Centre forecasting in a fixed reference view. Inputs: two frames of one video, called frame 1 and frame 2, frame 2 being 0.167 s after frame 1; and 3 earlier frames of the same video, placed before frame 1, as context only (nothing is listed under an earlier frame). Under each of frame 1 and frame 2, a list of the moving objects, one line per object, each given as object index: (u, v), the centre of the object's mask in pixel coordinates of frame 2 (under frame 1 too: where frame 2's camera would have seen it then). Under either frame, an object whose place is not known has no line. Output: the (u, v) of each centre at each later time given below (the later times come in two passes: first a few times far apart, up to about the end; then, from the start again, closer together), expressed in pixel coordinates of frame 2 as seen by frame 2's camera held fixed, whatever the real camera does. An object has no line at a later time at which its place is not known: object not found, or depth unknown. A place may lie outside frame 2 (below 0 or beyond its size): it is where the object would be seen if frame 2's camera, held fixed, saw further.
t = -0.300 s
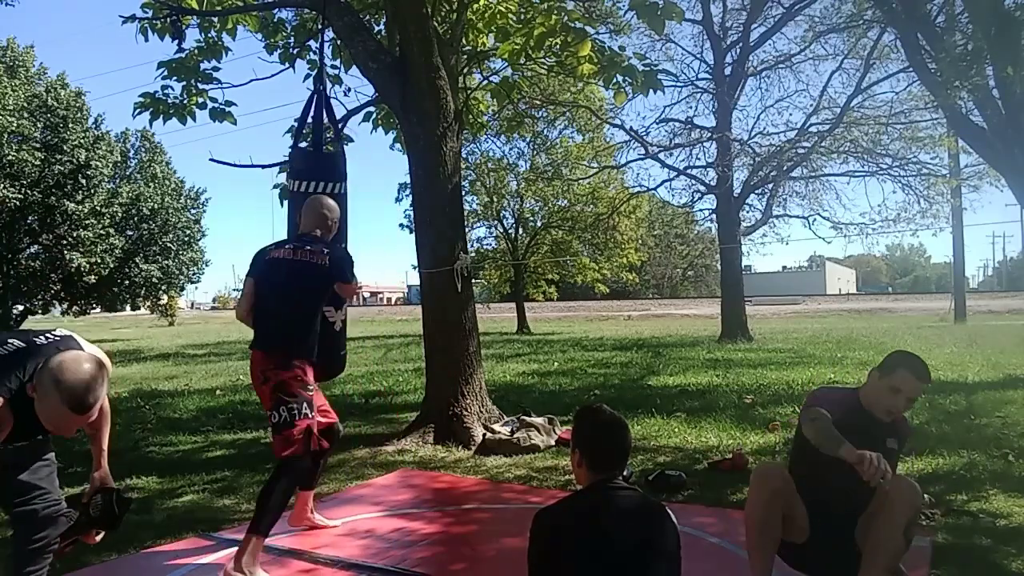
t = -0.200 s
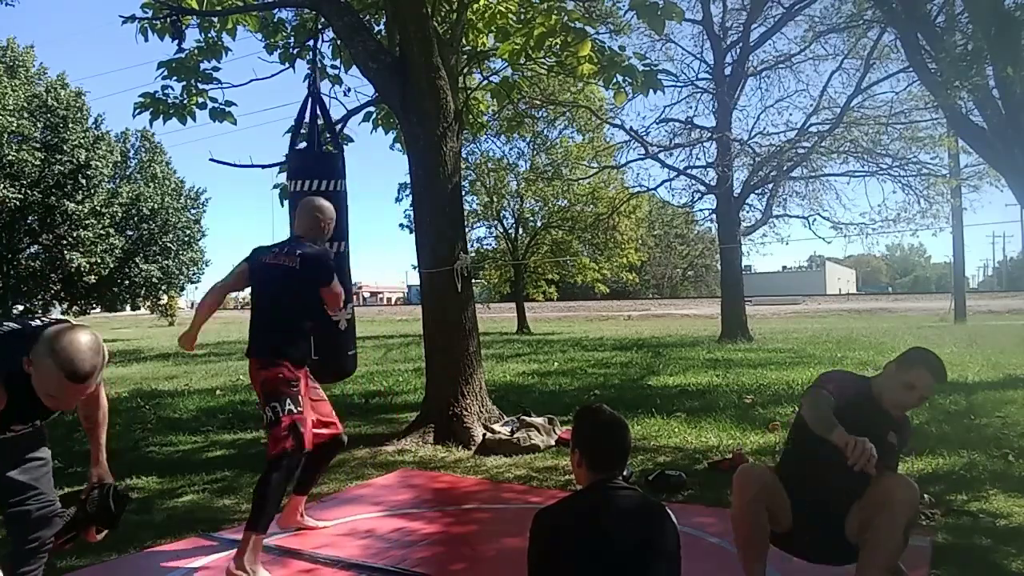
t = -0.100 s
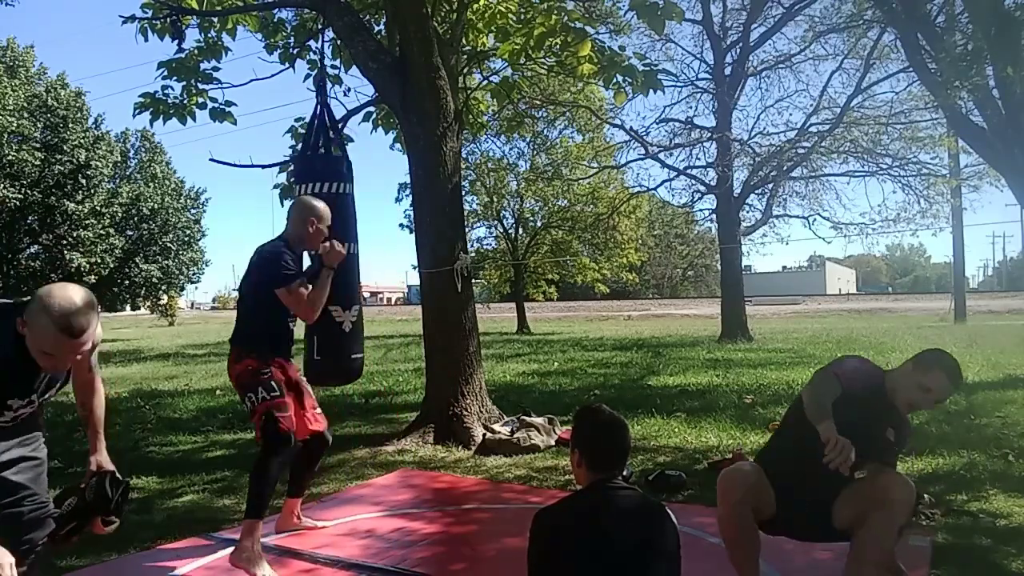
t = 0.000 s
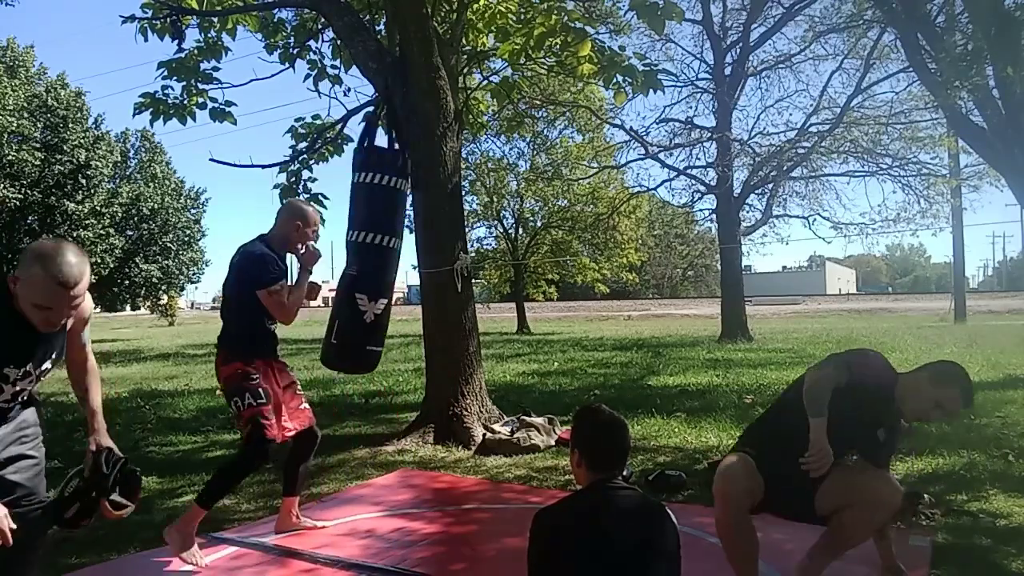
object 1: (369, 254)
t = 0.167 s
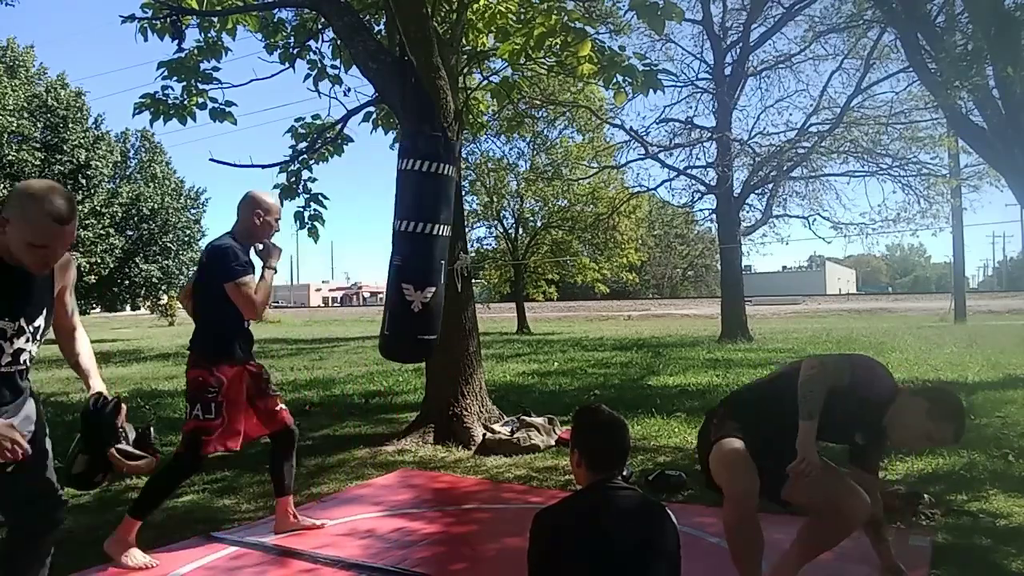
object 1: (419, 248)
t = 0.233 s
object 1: (434, 249)
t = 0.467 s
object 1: (464, 238)
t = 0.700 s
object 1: (497, 240)
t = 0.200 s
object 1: (427, 248)
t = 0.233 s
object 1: (434, 249)
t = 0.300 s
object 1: (446, 254)
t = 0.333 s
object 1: (449, 253)
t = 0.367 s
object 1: (452, 251)
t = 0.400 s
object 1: (456, 247)
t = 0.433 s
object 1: (461, 244)
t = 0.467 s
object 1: (464, 238)
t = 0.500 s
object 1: (469, 237)
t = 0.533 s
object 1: (474, 236)
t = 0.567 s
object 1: (482, 240)
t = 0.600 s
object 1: (483, 235)
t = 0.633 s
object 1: (491, 241)
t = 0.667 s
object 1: (494, 239)
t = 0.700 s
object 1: (497, 240)
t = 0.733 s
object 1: (500, 240)
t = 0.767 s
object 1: (502, 239)
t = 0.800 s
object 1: (501, 235)
